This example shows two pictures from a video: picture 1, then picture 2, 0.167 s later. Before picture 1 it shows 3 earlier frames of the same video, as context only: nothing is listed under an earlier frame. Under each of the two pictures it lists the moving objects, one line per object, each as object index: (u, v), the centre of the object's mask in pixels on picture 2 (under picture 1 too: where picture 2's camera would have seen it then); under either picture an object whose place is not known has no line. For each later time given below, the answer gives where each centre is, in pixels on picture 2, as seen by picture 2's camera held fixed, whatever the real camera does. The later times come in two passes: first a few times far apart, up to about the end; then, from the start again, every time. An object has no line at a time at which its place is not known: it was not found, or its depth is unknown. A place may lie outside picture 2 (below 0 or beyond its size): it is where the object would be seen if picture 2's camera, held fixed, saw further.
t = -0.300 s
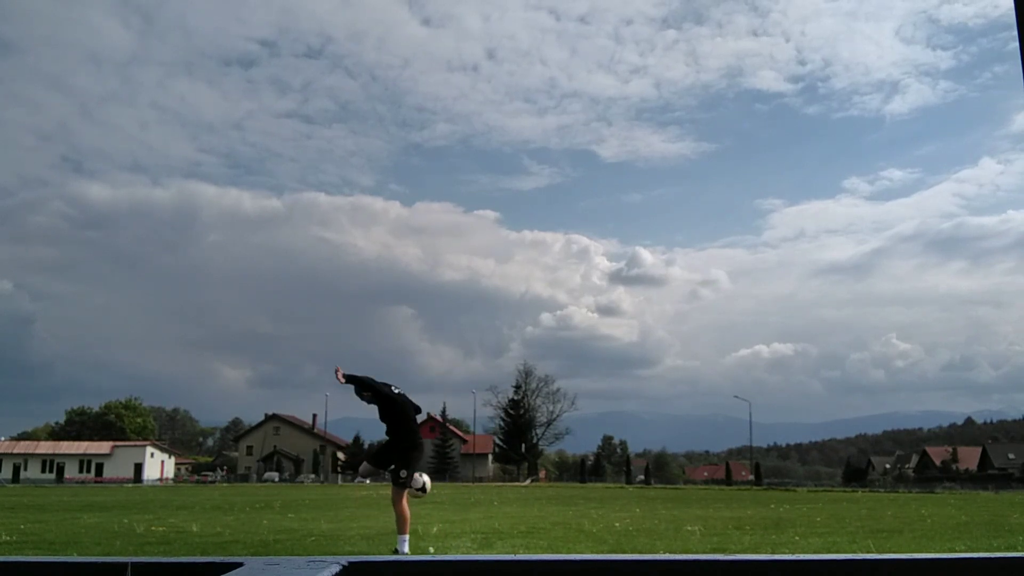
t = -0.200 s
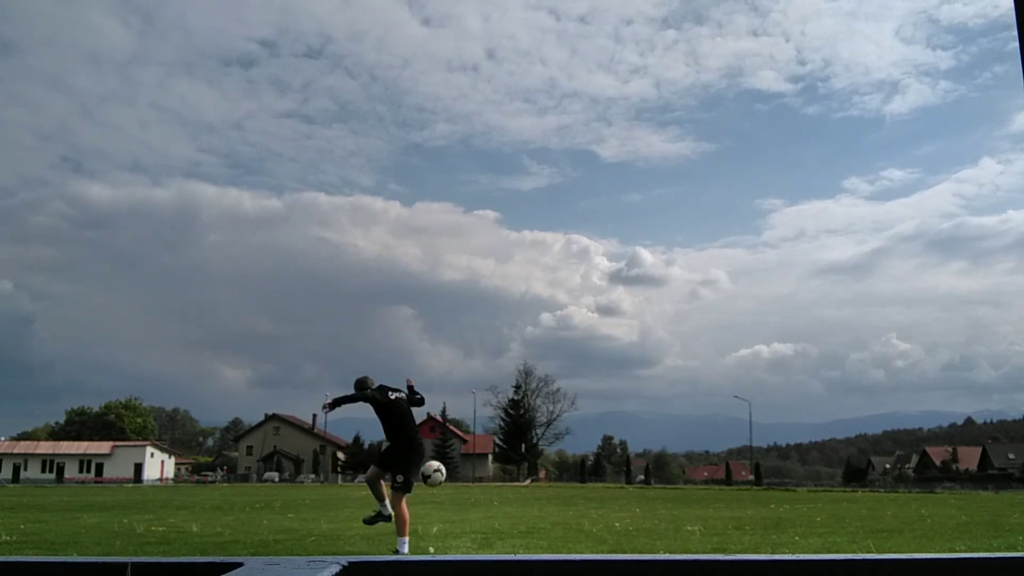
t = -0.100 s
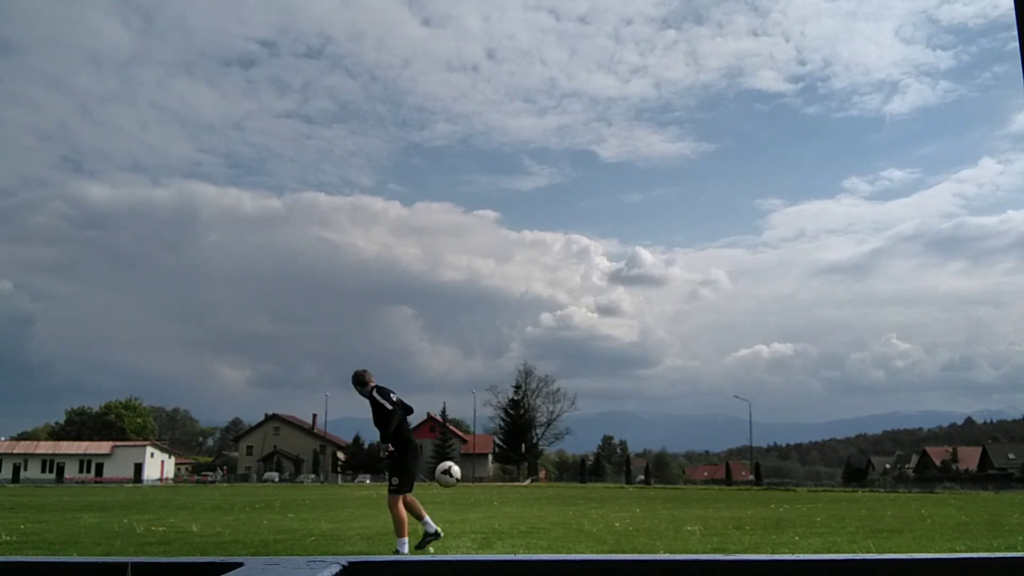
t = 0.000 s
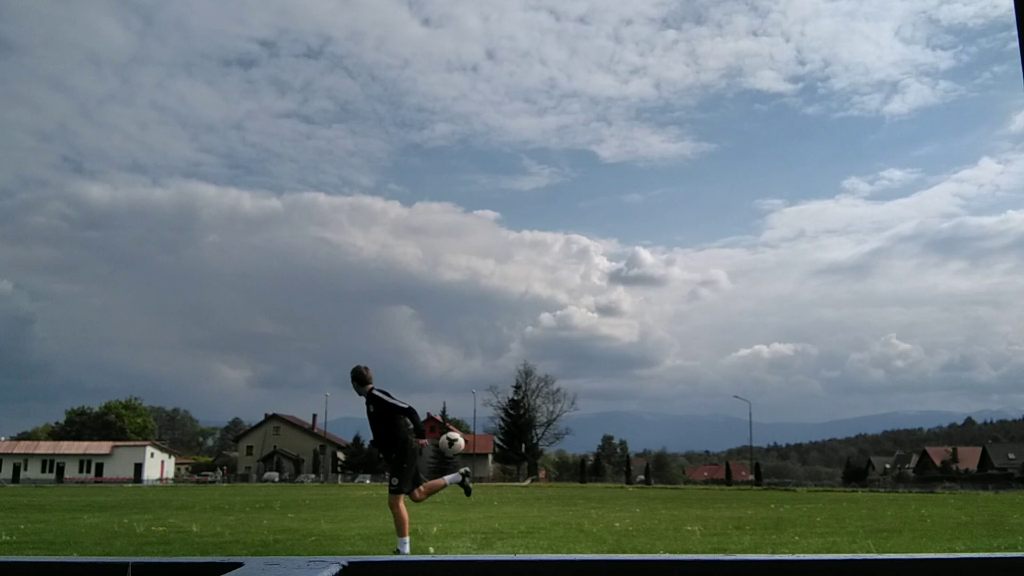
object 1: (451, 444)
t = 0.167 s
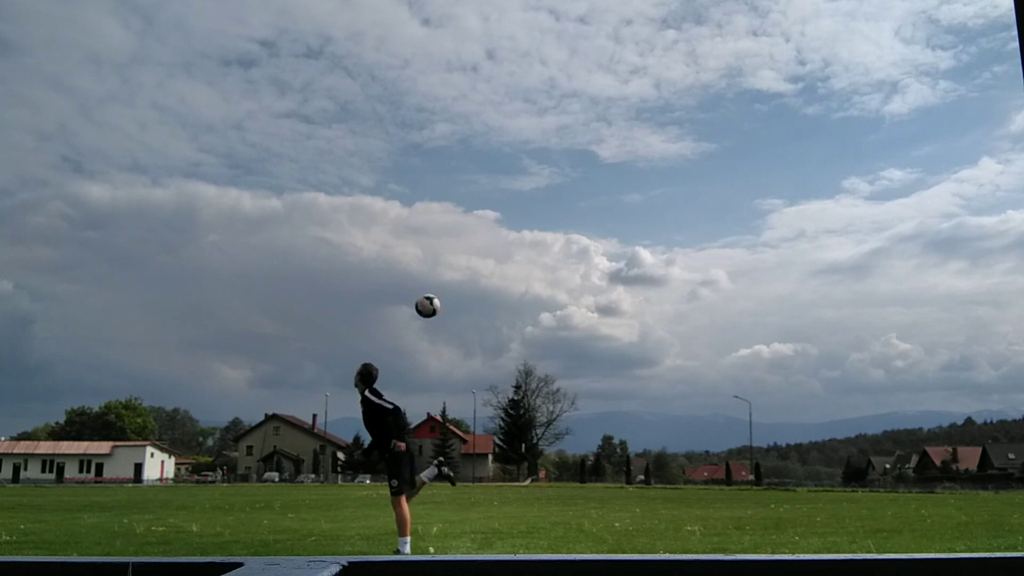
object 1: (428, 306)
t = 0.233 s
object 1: (417, 259)
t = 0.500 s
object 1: (373, 117)
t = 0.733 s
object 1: (331, 51)
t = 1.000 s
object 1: (276, 45)
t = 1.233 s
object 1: (218, 107)
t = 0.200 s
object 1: (422, 282)
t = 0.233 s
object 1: (417, 259)
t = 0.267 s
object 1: (412, 238)
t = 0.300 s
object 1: (406, 217)
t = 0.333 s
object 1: (401, 198)
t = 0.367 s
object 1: (396, 179)
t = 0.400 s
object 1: (390, 163)
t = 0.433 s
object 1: (385, 147)
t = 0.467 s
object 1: (379, 132)
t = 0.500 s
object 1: (373, 117)
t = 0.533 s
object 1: (367, 105)
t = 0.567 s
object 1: (361, 93)
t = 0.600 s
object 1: (355, 83)
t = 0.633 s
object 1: (350, 73)
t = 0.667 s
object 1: (343, 64)
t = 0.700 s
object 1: (337, 57)
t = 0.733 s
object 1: (331, 51)
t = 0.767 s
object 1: (324, 46)
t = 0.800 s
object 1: (318, 42)
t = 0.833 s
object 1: (311, 40)
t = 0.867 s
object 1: (304, 38)
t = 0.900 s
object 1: (297, 38)
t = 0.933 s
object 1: (290, 39)
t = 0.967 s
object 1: (283, 41)
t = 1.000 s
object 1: (276, 45)
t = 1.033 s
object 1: (268, 50)
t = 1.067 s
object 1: (260, 55)
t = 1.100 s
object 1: (252, 63)
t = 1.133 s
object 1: (244, 72)
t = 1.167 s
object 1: (236, 82)
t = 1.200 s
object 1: (227, 94)
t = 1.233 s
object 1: (218, 107)
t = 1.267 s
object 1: (210, 122)
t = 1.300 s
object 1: (200, 139)
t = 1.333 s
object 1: (190, 157)
